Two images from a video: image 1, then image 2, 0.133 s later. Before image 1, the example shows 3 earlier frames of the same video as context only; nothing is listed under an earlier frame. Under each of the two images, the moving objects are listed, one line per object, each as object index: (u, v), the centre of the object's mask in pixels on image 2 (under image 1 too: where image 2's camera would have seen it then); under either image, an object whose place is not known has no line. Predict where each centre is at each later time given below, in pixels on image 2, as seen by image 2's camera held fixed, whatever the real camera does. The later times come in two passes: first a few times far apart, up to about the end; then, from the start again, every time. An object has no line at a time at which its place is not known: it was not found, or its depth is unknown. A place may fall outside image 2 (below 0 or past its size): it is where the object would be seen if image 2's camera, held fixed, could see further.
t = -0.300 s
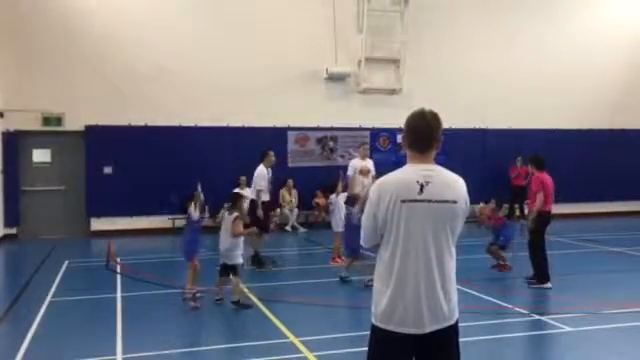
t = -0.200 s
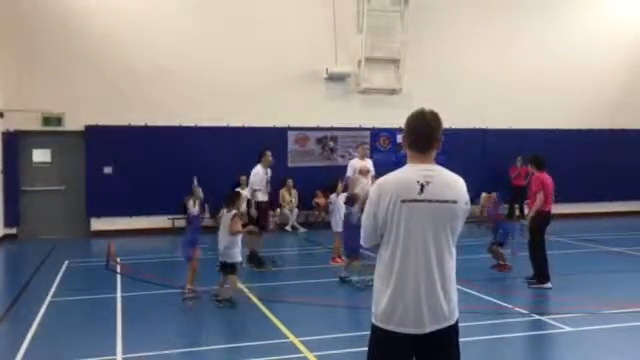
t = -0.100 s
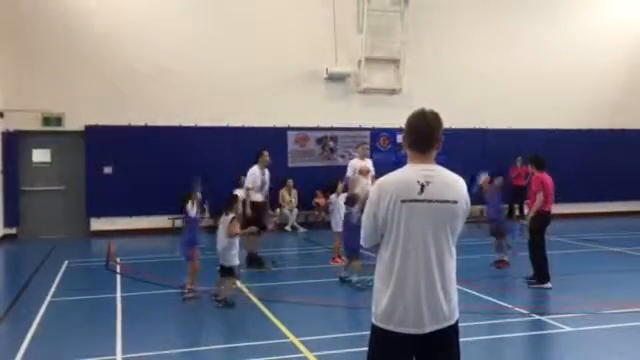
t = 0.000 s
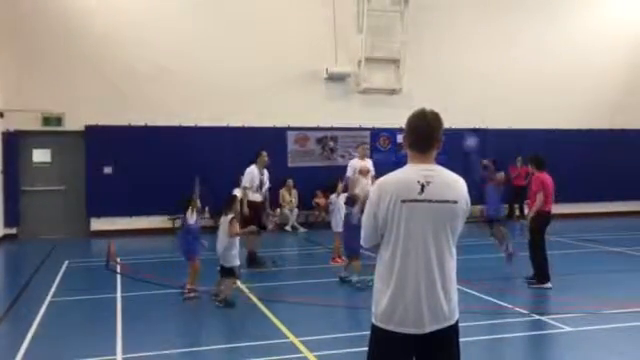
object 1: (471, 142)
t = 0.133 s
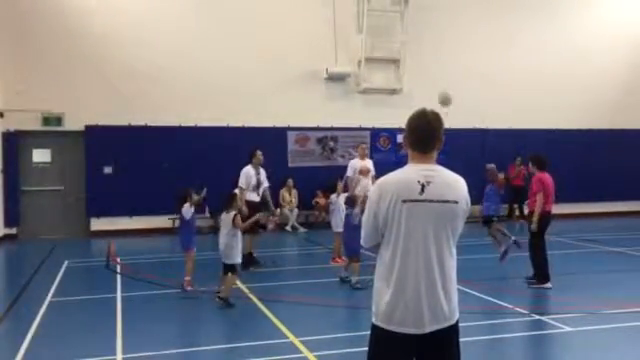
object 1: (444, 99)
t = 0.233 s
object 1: (425, 76)
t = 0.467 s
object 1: (376, 46)
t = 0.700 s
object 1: (327, 56)
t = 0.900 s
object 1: (280, 103)
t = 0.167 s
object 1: (438, 91)
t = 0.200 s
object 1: (432, 83)
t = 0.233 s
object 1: (425, 76)
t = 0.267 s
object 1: (418, 70)
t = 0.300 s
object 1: (412, 64)
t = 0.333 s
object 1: (405, 58)
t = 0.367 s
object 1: (398, 55)
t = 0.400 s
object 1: (392, 52)
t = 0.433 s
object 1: (385, 48)
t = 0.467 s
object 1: (376, 46)
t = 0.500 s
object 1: (370, 45)
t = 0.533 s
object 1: (363, 45)
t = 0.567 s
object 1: (356, 45)
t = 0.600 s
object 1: (348, 47)
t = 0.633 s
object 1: (342, 49)
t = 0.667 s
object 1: (334, 53)
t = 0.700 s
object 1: (327, 56)
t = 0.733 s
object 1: (318, 63)
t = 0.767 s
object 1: (312, 70)
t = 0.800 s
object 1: (304, 76)
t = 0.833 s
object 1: (295, 85)
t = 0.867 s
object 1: (289, 93)
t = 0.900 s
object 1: (280, 103)
